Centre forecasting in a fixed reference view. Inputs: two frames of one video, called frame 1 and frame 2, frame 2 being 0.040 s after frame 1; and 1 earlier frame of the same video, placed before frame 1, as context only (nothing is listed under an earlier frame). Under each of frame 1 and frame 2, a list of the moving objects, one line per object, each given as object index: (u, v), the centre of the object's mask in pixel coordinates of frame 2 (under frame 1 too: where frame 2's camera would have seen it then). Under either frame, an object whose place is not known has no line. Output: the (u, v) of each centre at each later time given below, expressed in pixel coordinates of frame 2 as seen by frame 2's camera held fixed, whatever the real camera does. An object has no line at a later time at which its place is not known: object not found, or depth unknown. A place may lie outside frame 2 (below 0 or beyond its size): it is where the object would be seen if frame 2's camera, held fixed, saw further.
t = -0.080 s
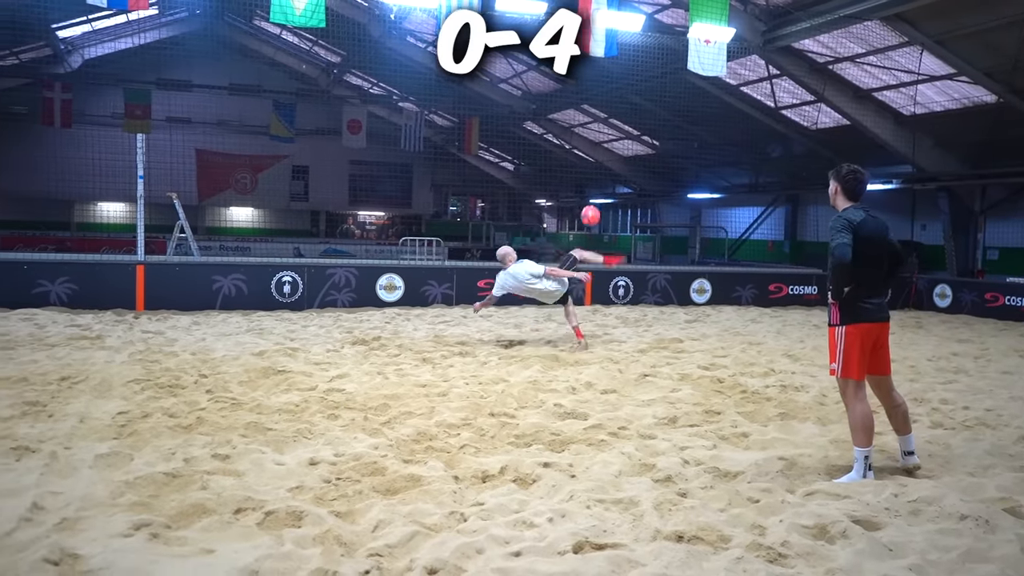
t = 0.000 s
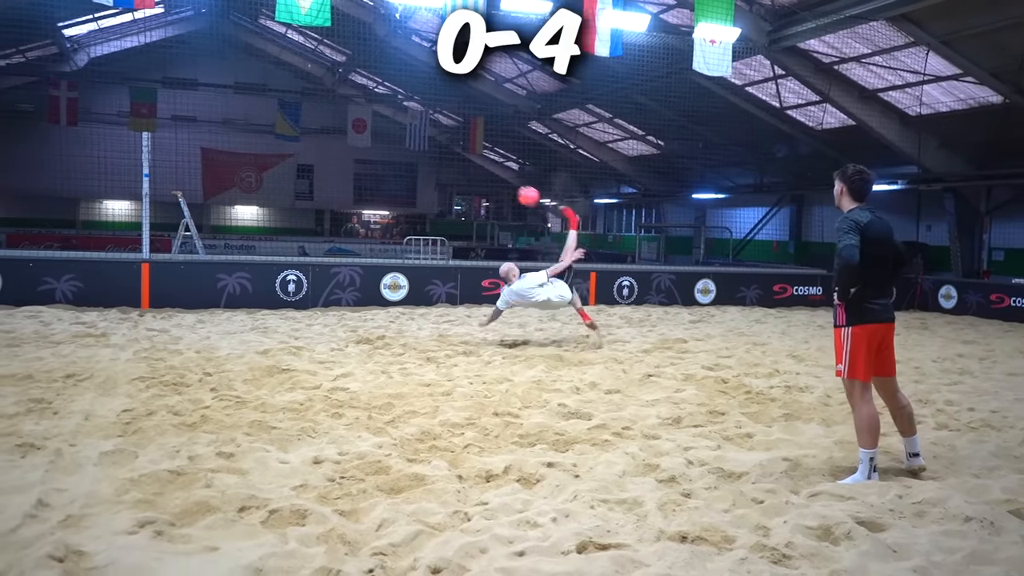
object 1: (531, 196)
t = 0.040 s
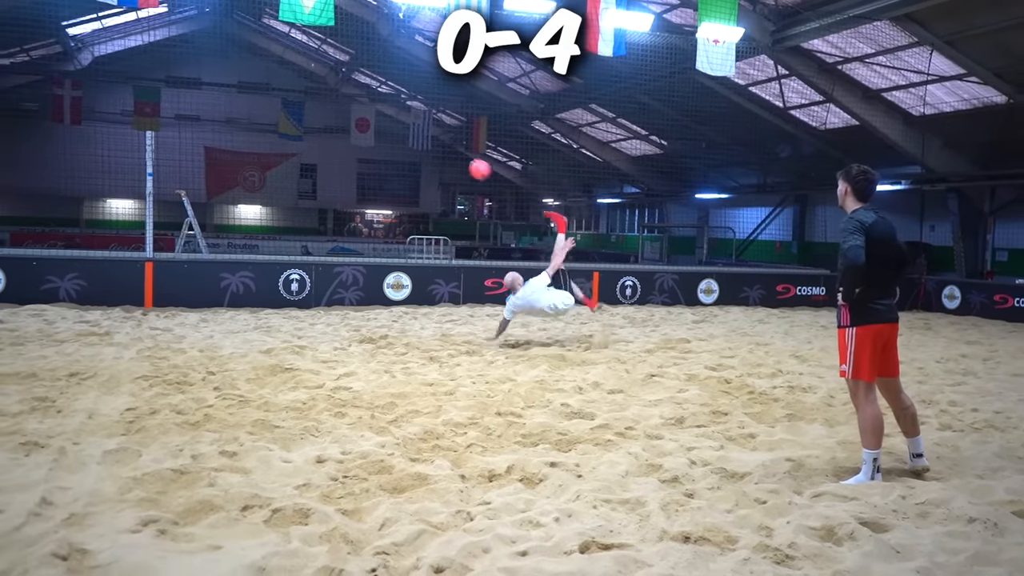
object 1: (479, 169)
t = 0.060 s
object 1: (454, 157)
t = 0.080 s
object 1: (429, 144)
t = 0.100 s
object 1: (405, 133)
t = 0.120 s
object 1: (382, 121)
